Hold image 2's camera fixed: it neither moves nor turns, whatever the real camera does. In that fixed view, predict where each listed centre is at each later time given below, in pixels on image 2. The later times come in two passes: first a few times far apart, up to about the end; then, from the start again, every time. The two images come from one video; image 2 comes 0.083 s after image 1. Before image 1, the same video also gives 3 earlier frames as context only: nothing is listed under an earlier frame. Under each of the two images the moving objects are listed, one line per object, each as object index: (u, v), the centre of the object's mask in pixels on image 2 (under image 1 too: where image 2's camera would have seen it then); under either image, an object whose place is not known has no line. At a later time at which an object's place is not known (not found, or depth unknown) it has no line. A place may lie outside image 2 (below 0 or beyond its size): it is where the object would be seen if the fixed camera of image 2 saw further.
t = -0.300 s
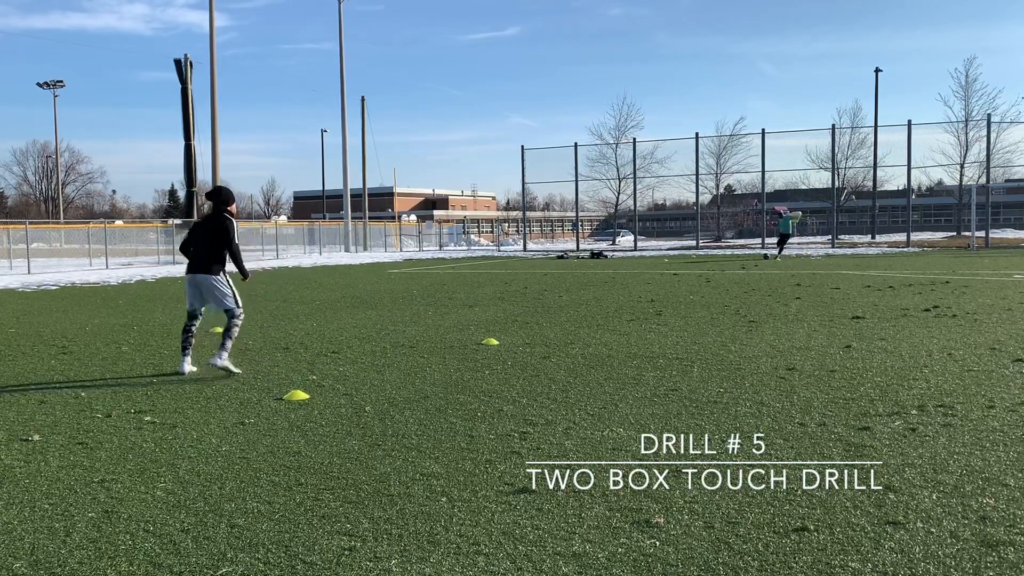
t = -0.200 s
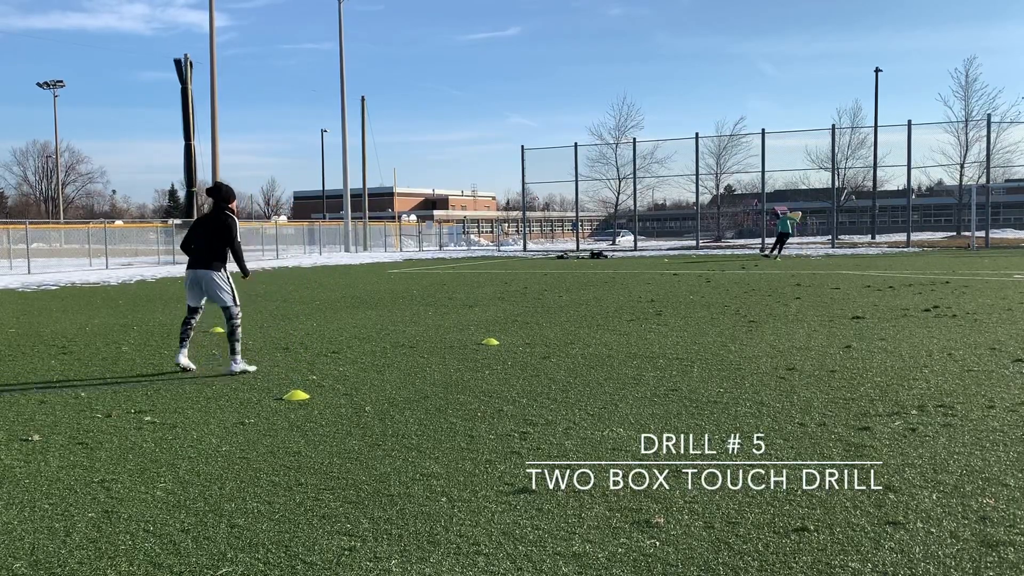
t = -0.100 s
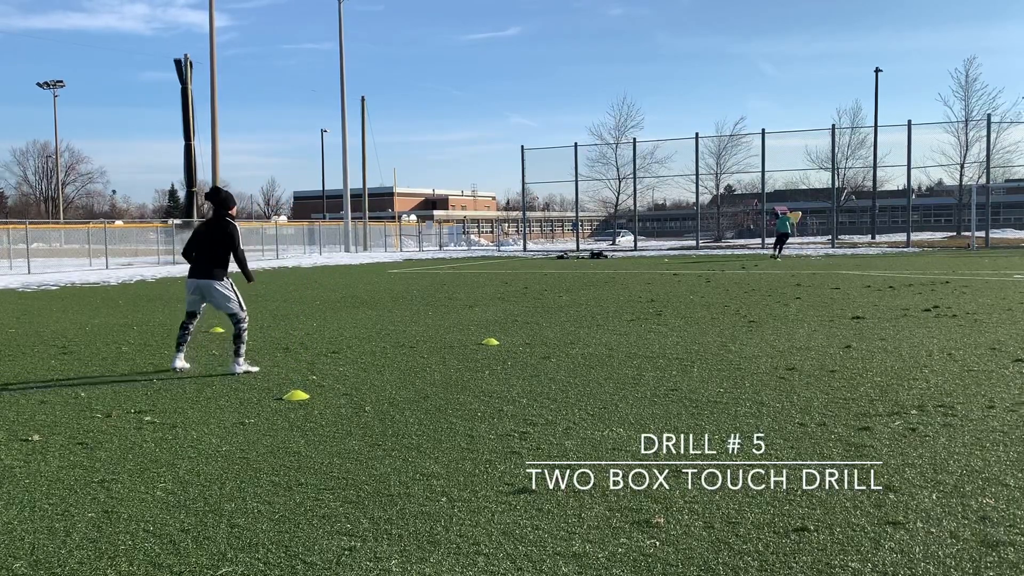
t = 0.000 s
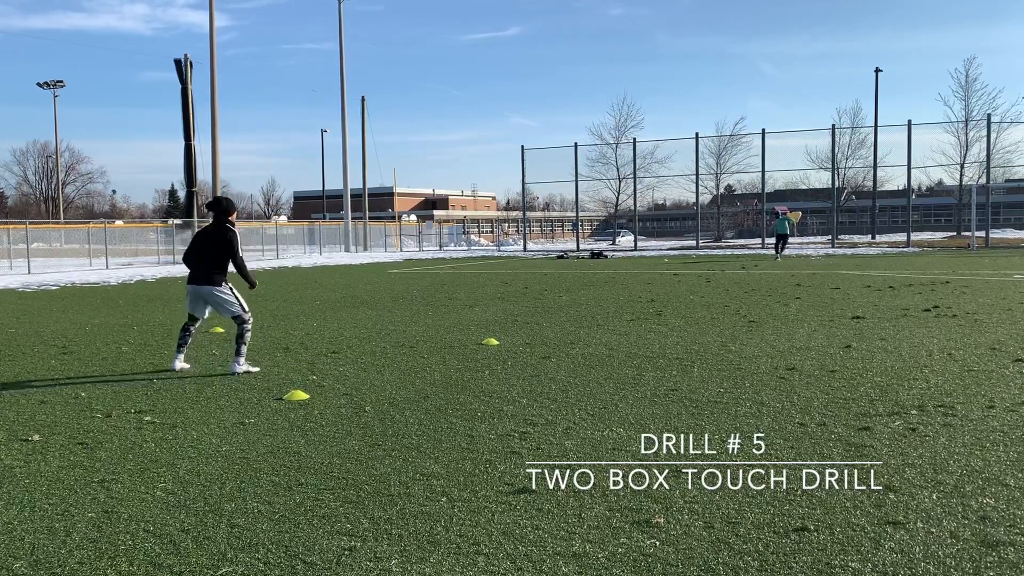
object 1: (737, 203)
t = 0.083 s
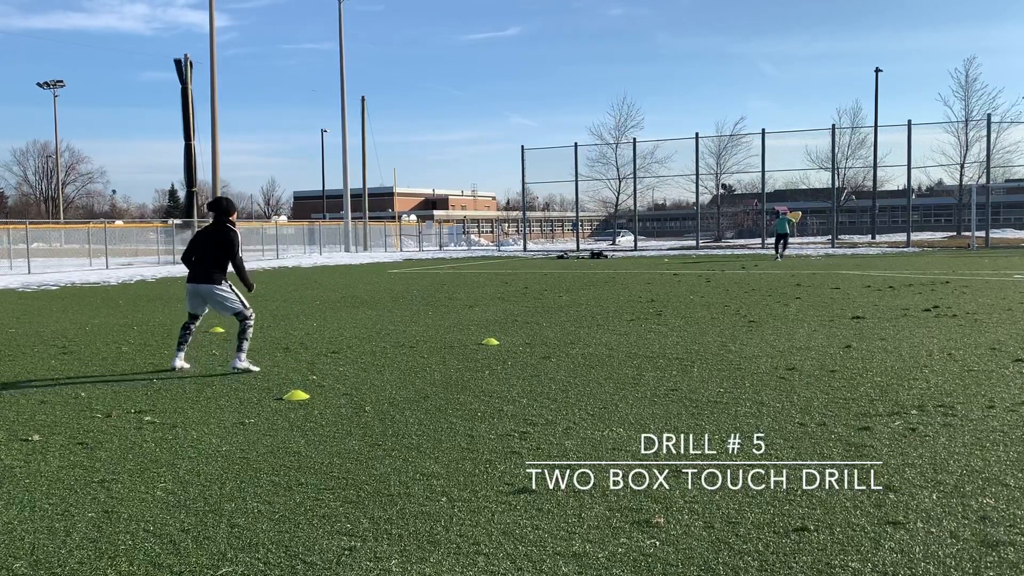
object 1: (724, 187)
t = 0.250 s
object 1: (701, 150)
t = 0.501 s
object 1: (665, 101)
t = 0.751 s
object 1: (626, 62)
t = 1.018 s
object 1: (579, 36)
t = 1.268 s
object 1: (525, 36)
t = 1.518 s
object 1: (457, 72)
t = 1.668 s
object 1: (406, 120)
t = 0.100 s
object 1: (721, 183)
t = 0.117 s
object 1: (719, 179)
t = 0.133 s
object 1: (716, 176)
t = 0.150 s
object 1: (714, 172)
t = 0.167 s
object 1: (712, 168)
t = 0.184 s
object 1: (710, 164)
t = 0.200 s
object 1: (707, 161)
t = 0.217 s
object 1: (705, 157)
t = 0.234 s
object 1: (703, 154)
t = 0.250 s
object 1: (701, 150)
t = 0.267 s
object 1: (698, 147)
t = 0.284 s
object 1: (696, 144)
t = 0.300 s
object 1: (694, 140)
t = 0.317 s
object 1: (692, 136)
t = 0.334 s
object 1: (689, 133)
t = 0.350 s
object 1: (687, 130)
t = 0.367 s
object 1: (685, 126)
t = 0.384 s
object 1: (682, 123)
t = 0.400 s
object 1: (680, 120)
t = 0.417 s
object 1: (678, 117)
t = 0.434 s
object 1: (675, 114)
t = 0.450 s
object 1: (673, 111)
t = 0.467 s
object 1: (670, 107)
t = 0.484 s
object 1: (668, 104)
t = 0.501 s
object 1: (665, 101)
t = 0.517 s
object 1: (663, 98)
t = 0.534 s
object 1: (660, 95)
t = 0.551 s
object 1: (658, 93)
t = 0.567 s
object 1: (655, 90)
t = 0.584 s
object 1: (653, 87)
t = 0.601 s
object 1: (650, 84)
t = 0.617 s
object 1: (647, 81)
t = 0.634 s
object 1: (645, 79)
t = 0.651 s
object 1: (642, 76)
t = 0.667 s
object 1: (639, 74)
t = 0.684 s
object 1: (637, 71)
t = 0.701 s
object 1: (634, 69)
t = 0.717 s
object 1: (631, 66)
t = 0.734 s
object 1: (628, 64)
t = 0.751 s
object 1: (626, 62)
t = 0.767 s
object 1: (623, 60)
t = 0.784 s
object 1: (621, 58)
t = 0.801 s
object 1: (617, 56)
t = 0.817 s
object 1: (615, 54)
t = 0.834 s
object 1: (612, 52)
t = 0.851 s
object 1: (609, 50)
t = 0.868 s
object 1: (606, 48)
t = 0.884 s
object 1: (603, 46)
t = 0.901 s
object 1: (600, 45)
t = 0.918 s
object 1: (597, 43)
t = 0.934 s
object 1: (594, 42)
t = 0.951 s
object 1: (591, 41)
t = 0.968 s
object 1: (588, 39)
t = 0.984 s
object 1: (585, 38)
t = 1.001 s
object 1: (582, 37)
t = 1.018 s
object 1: (579, 36)
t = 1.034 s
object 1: (575, 36)
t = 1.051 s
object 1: (572, 35)
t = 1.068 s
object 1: (568, 34)
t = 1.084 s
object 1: (565, 34)
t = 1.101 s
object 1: (562, 33)
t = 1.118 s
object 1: (559, 33)
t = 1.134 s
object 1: (555, 33)
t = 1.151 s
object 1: (551, 33)
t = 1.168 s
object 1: (548, 33)
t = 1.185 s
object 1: (544, 33)
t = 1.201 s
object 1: (540, 33)
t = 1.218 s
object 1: (537, 34)
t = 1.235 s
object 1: (533, 34)
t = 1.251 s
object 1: (529, 35)
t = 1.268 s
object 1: (525, 36)
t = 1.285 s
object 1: (521, 37)
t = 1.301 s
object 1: (517, 39)
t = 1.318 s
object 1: (513, 40)
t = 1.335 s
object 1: (509, 42)
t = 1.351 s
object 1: (504, 43)
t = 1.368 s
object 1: (500, 45)
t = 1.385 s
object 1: (496, 47)
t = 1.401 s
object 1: (491, 50)
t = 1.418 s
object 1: (487, 52)
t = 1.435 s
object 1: (482, 55)
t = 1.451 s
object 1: (477, 58)
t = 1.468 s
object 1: (472, 61)
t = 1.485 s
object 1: (468, 65)
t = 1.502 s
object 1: (463, 69)
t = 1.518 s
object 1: (457, 72)
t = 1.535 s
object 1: (452, 76)
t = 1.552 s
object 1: (447, 81)
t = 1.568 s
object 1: (441, 86)
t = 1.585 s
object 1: (436, 90)
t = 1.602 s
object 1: (430, 96)
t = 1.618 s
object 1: (424, 101)
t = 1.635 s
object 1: (418, 107)
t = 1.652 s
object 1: (412, 114)
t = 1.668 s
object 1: (406, 120)
